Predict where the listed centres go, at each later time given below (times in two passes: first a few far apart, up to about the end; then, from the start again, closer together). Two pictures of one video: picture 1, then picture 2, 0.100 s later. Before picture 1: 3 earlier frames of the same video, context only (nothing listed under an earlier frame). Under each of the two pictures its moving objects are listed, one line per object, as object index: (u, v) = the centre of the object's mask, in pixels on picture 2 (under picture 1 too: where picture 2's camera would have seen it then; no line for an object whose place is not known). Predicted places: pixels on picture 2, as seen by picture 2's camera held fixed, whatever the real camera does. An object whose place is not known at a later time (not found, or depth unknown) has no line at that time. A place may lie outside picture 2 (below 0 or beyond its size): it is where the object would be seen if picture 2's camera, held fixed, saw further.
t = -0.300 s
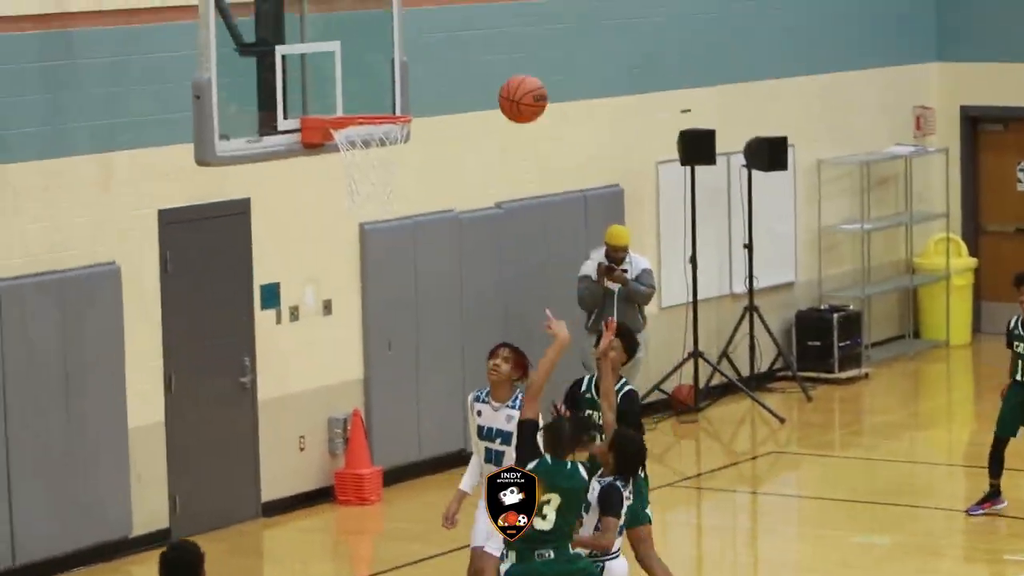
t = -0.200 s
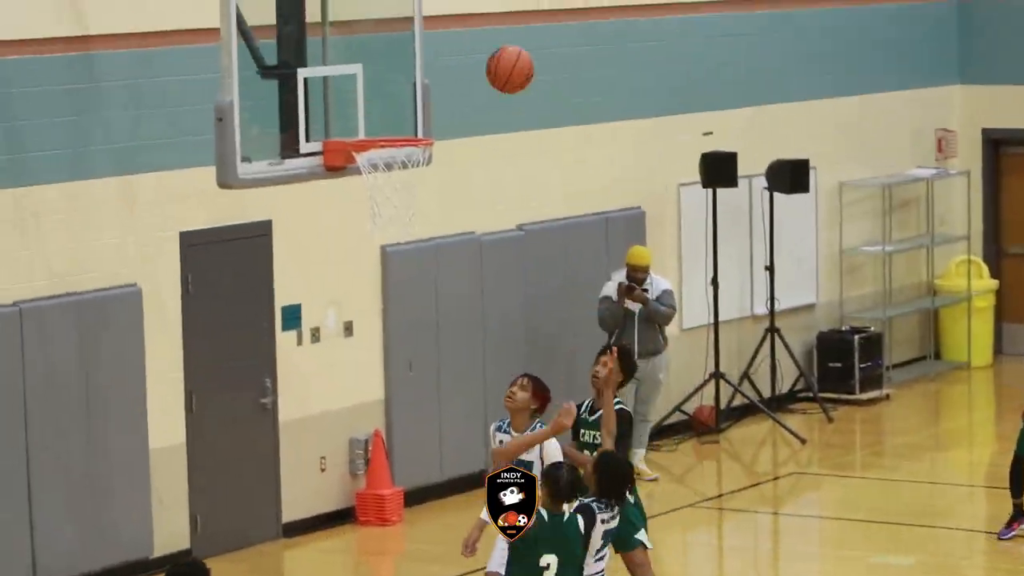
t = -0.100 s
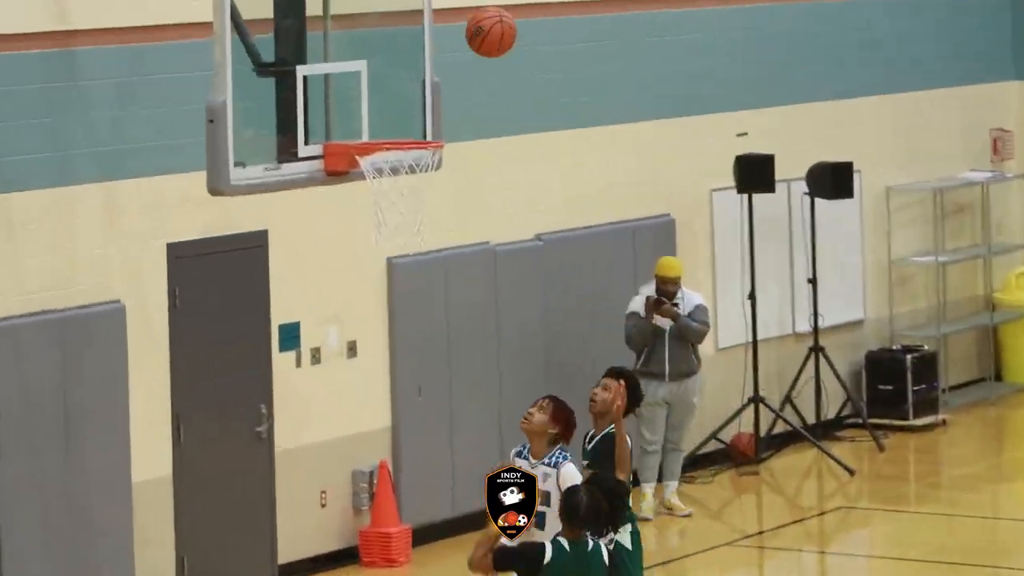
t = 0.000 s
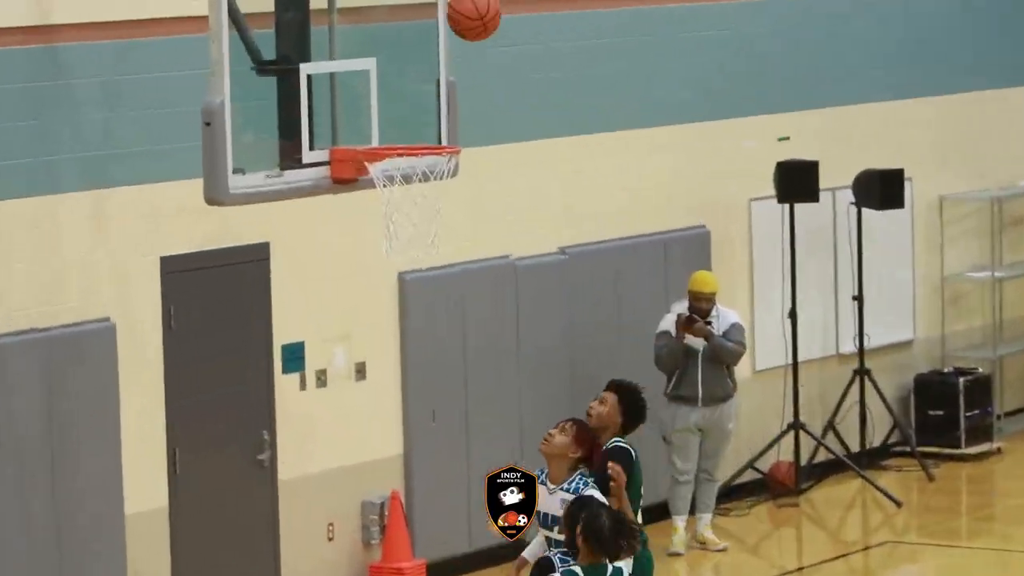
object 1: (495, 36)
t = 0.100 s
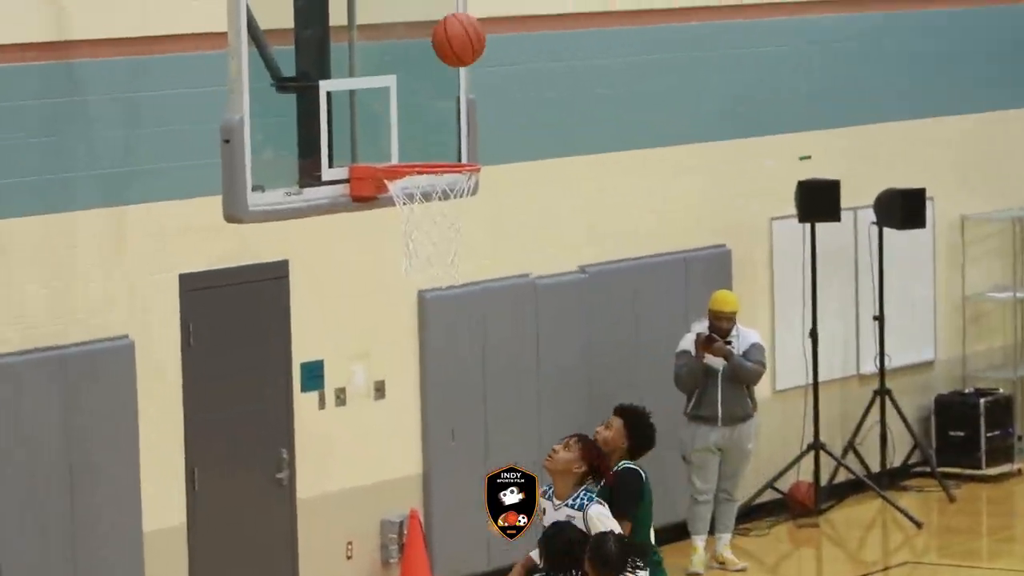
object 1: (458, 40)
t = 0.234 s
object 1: (414, 85)
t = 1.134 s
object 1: (457, 115)
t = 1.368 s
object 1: (447, 122)
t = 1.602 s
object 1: (448, 181)
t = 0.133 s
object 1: (447, 47)
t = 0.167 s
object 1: (436, 58)
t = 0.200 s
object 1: (425, 70)
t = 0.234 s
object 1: (414, 85)
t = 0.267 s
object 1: (404, 102)
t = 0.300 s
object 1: (394, 121)
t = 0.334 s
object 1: (384, 140)
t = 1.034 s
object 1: (465, 110)
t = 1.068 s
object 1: (461, 109)
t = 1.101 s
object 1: (459, 111)
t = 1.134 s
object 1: (457, 115)
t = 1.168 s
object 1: (455, 121)
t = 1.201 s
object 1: (451, 129)
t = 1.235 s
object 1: (450, 139)
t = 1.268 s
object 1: (449, 133)
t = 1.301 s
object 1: (448, 127)
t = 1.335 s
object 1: (448, 124)
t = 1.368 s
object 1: (447, 122)
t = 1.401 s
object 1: (447, 124)
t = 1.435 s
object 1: (447, 127)
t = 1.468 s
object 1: (447, 133)
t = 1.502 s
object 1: (447, 140)
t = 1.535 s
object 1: (448, 146)
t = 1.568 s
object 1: (448, 152)
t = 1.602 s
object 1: (448, 181)
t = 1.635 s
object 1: (457, 189)
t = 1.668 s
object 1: (467, 191)
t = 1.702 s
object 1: (477, 193)
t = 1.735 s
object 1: (490, 201)
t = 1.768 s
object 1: (499, 211)
